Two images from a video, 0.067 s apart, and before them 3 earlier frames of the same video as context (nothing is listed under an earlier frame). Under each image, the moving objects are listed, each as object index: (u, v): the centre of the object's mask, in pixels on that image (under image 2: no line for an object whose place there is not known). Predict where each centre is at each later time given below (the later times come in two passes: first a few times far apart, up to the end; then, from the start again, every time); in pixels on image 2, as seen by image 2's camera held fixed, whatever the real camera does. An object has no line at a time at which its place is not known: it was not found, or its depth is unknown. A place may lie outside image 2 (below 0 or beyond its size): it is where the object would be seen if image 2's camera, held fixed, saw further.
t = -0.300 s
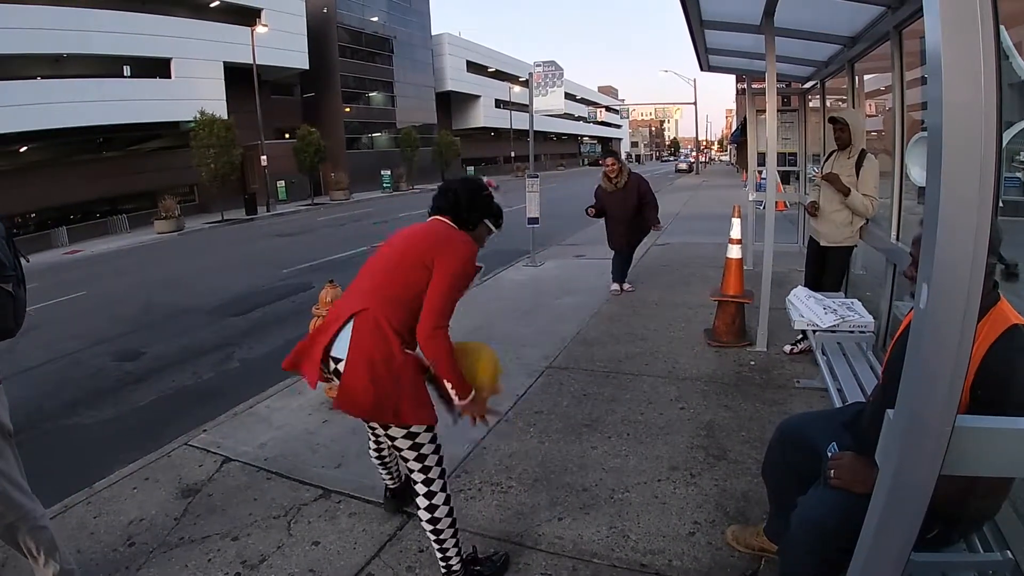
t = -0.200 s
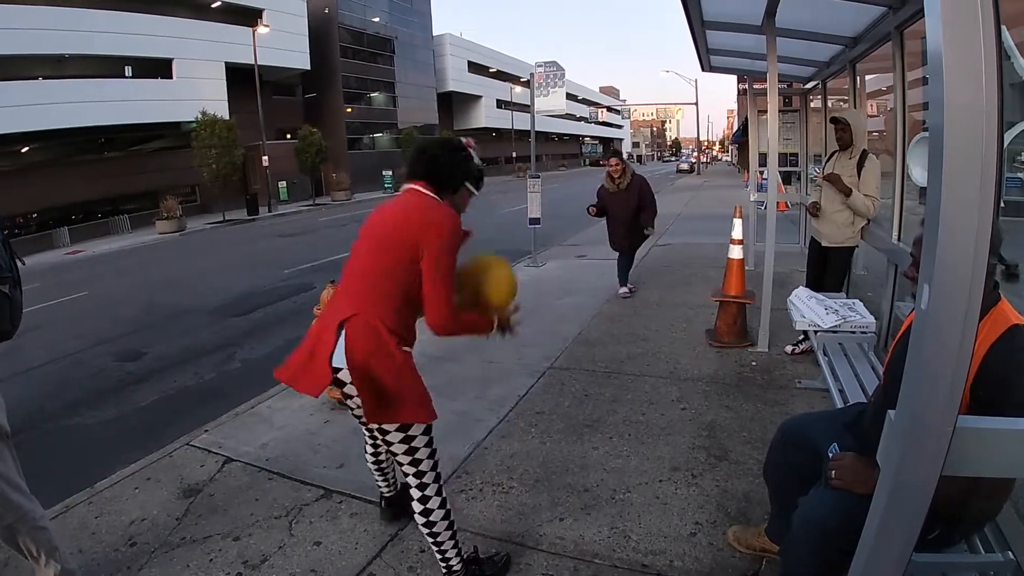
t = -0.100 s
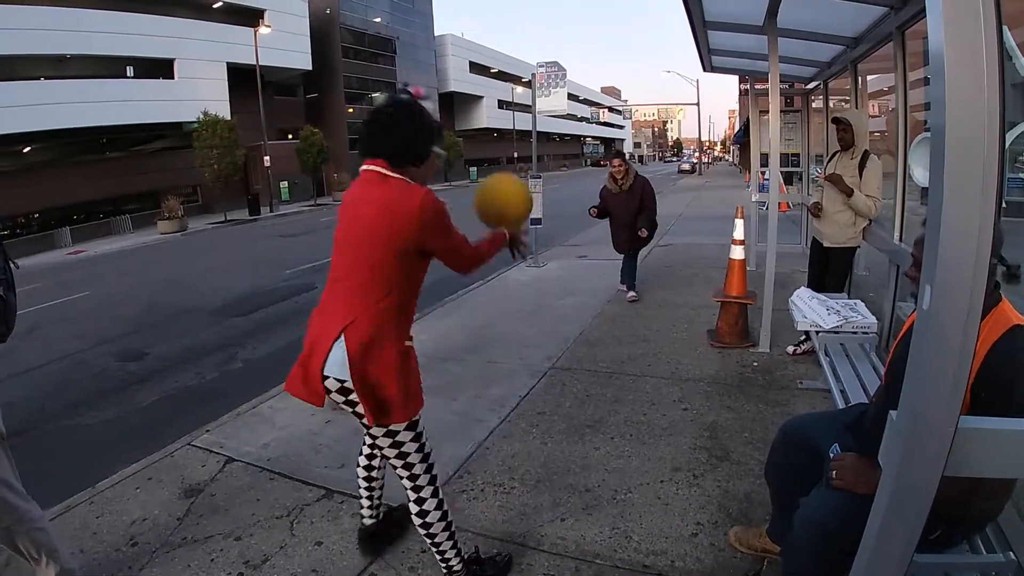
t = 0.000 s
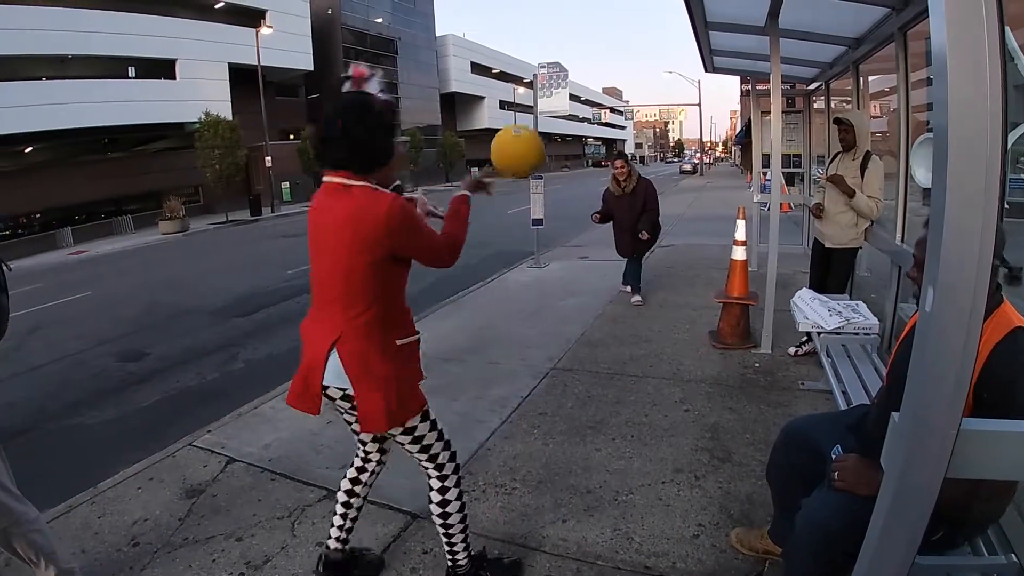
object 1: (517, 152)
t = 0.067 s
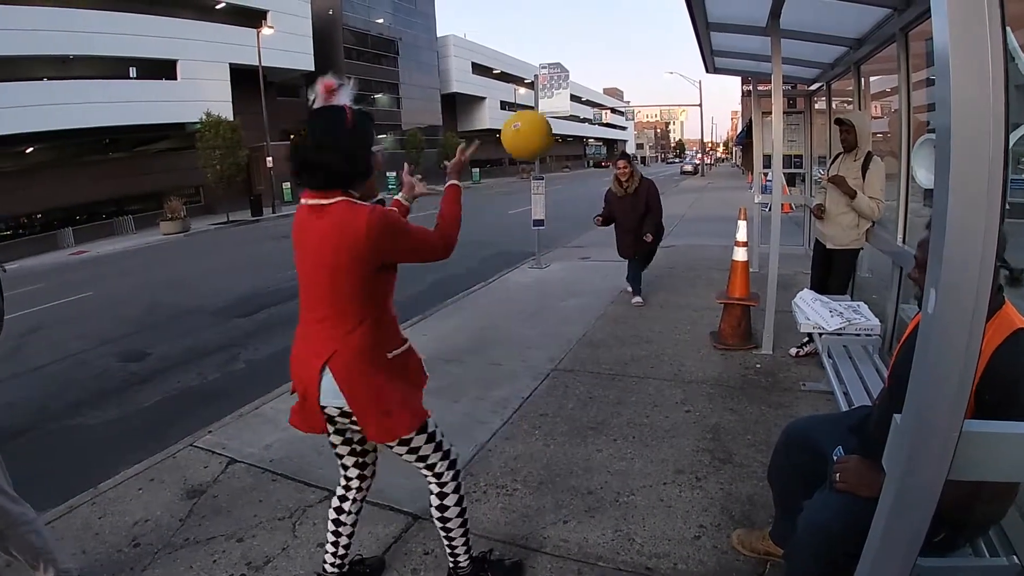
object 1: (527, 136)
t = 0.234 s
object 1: (546, 138)
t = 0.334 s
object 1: (557, 164)
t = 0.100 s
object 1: (531, 131)
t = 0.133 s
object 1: (534, 130)
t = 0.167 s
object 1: (538, 131)
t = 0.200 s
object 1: (542, 133)
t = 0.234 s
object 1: (546, 138)
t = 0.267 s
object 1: (549, 145)
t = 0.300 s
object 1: (553, 154)
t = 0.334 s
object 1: (557, 164)
